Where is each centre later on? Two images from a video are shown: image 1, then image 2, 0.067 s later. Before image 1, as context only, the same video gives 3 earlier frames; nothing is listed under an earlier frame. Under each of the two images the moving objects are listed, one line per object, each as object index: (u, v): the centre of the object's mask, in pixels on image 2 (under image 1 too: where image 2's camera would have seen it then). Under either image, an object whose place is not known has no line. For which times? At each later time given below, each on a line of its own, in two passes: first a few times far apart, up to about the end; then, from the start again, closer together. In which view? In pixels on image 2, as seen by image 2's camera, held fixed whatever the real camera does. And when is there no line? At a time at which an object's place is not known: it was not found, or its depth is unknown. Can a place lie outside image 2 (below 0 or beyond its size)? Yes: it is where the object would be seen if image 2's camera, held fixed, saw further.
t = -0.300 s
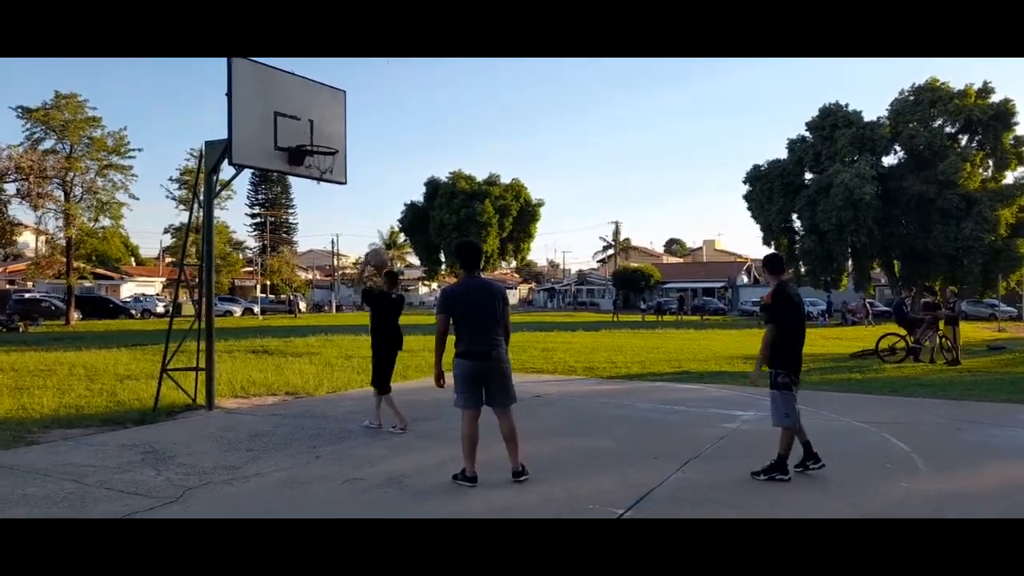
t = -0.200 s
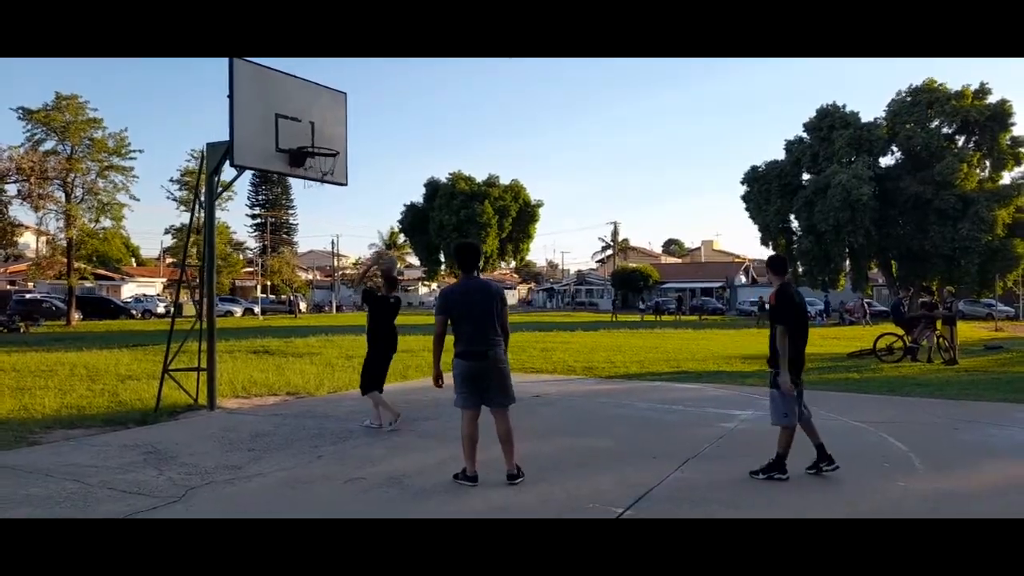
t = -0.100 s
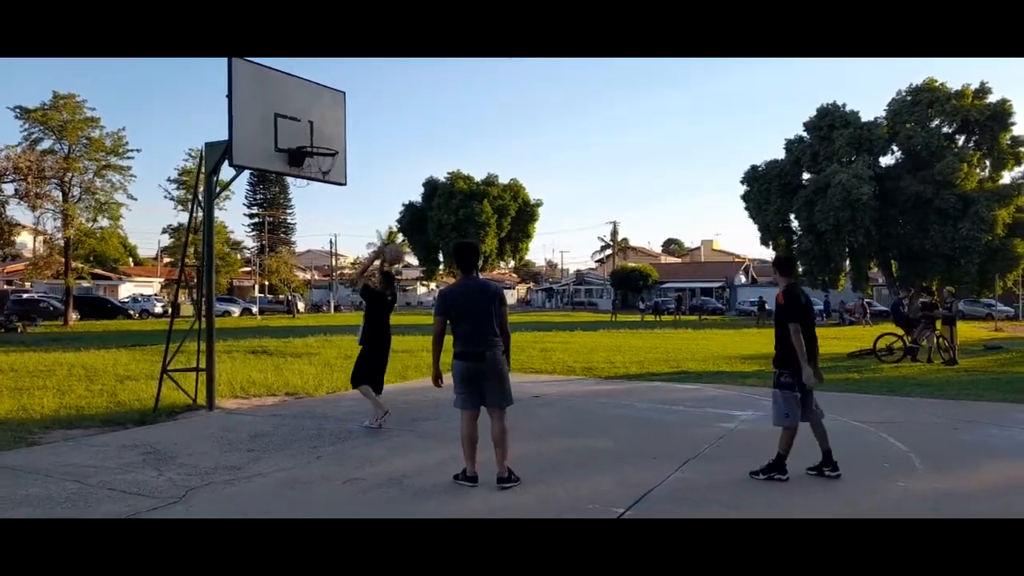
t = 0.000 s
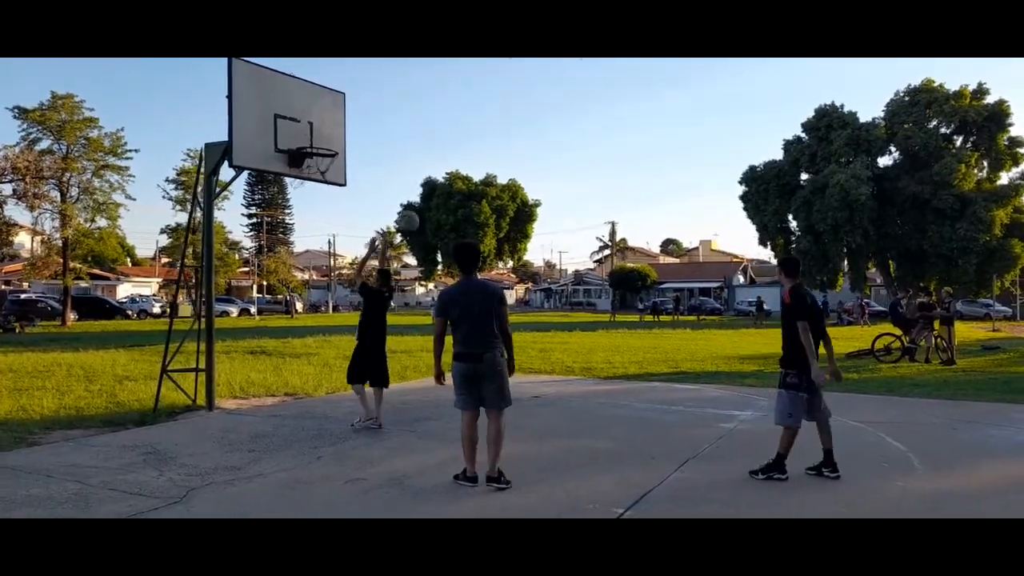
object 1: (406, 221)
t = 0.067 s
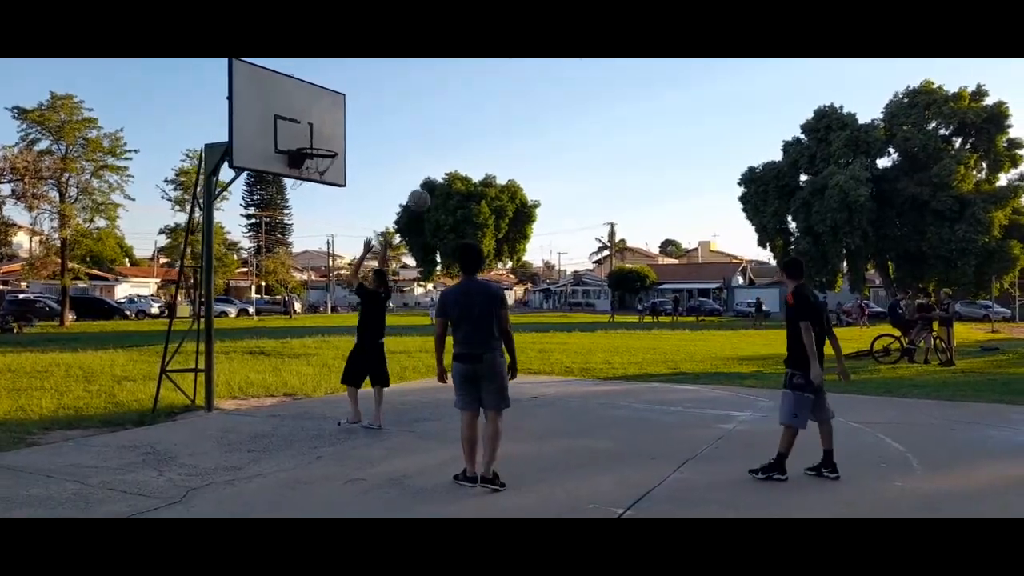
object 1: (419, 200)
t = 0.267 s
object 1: (455, 156)
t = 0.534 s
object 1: (506, 151)
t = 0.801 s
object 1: (559, 212)
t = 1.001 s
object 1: (602, 308)
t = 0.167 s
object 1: (437, 173)
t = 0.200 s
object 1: (443, 167)
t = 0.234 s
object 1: (449, 161)
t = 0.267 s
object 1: (455, 156)
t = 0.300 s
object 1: (461, 152)
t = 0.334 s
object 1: (468, 148)
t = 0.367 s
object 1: (474, 146)
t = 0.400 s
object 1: (480, 145)
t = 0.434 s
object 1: (487, 145)
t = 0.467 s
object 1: (493, 146)
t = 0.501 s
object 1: (500, 148)
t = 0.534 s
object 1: (506, 151)
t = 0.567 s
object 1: (512, 155)
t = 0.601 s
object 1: (519, 159)
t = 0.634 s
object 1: (526, 165)
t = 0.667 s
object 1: (532, 173)
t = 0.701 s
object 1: (539, 181)
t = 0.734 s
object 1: (546, 190)
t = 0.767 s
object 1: (552, 201)
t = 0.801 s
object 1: (559, 212)
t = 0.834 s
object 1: (566, 225)
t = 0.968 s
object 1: (596, 290)
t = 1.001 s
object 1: (602, 308)
